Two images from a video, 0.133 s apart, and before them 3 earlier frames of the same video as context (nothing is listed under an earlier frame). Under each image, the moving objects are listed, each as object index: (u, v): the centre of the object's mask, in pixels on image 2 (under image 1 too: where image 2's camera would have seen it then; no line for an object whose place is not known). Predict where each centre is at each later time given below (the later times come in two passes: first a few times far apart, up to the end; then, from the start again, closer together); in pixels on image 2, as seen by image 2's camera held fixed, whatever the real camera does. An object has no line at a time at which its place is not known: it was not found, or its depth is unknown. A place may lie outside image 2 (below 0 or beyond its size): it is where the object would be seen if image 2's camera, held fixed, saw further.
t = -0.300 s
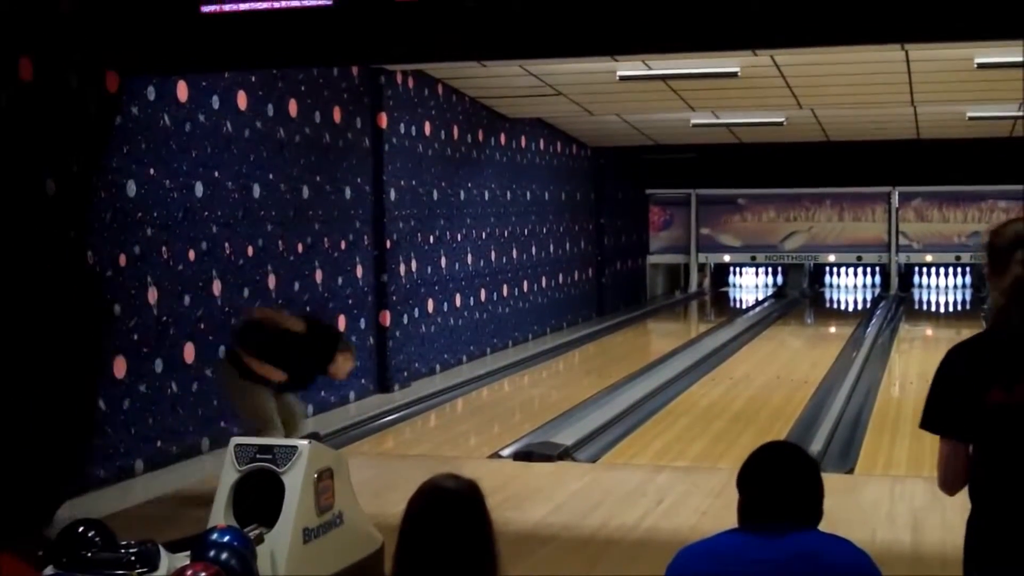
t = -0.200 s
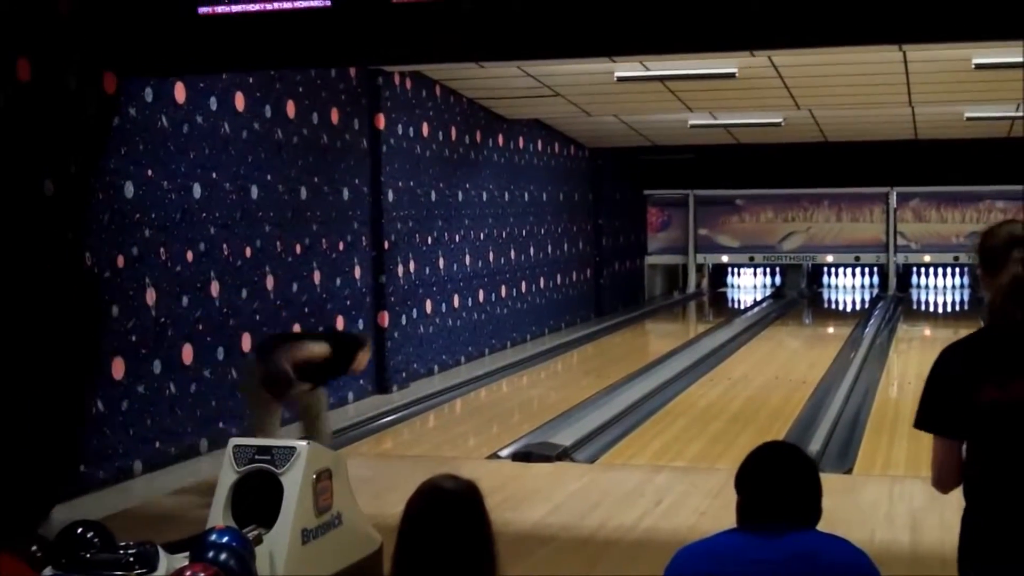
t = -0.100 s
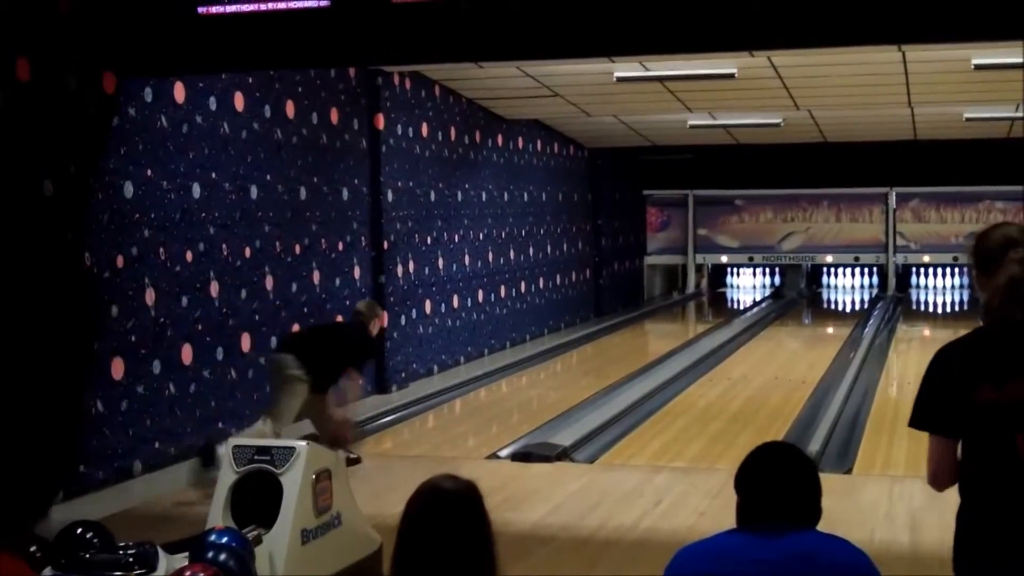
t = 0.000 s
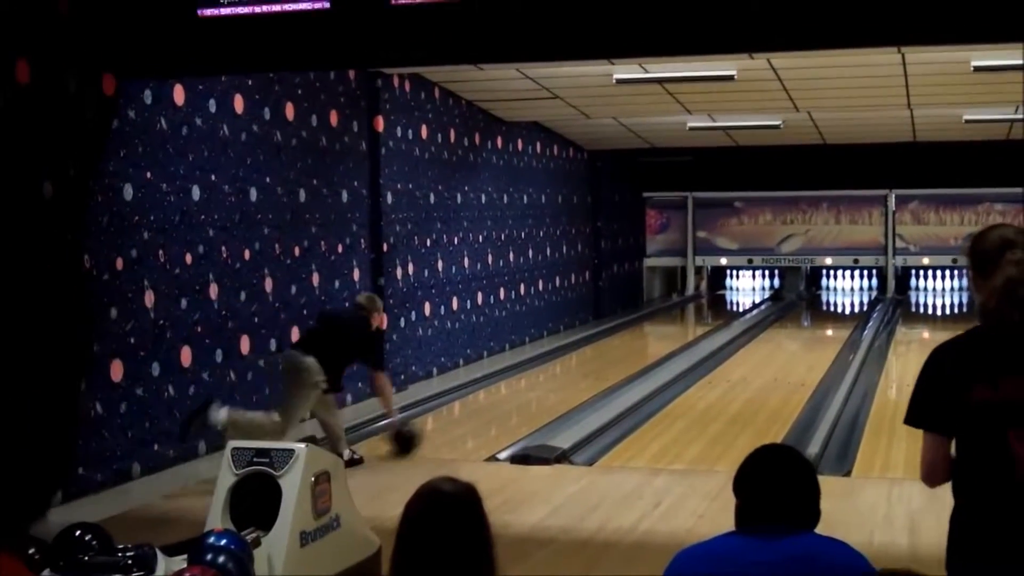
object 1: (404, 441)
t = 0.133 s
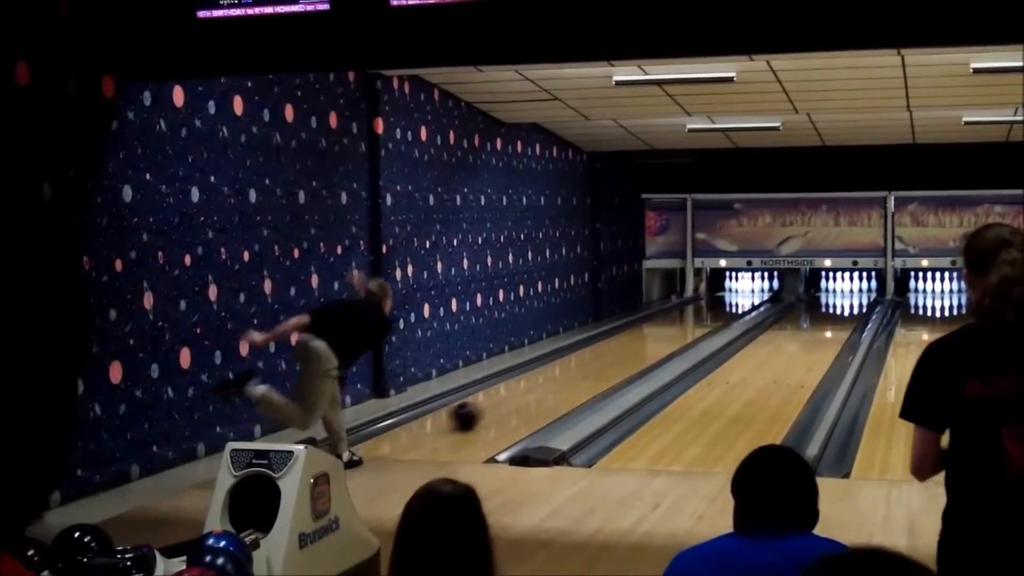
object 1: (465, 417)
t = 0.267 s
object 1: (515, 396)
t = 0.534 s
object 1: (591, 366)
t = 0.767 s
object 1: (640, 346)
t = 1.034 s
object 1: (681, 329)
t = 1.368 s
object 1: (718, 314)
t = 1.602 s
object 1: (734, 307)
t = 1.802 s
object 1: (743, 300)
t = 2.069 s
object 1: (748, 291)
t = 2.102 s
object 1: (749, 291)
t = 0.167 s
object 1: (478, 411)
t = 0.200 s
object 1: (491, 406)
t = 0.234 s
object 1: (503, 401)
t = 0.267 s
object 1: (515, 396)
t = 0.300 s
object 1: (526, 391)
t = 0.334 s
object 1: (536, 387)
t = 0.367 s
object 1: (546, 383)
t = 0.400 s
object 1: (556, 379)
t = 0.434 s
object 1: (565, 375)
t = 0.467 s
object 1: (574, 372)
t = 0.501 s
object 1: (582, 369)
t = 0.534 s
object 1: (591, 366)
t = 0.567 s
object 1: (599, 363)
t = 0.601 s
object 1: (607, 360)
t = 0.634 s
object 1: (614, 357)
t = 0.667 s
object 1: (620, 354)
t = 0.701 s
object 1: (627, 352)
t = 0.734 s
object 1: (633, 349)
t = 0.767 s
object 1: (640, 346)
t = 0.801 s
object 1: (646, 344)
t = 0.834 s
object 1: (652, 342)
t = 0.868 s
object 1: (657, 339)
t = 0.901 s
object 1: (662, 337)
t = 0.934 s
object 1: (667, 335)
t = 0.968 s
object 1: (672, 333)
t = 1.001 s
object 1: (677, 331)
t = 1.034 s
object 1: (681, 329)
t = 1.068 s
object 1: (686, 327)
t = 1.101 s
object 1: (690, 325)
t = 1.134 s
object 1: (693, 324)
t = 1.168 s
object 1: (698, 322)
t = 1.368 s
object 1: (718, 314)
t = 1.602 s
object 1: (734, 307)
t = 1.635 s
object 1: (735, 305)
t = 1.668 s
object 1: (736, 304)
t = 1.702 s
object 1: (739, 302)
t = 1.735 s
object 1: (740, 303)
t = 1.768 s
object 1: (741, 301)
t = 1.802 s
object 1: (743, 300)
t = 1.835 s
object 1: (743, 299)
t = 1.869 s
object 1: (745, 300)
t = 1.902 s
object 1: (746, 296)
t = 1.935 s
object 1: (746, 295)
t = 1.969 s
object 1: (747, 294)
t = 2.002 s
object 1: (747, 293)
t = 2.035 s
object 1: (747, 292)
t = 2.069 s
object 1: (748, 291)
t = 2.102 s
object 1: (749, 291)
